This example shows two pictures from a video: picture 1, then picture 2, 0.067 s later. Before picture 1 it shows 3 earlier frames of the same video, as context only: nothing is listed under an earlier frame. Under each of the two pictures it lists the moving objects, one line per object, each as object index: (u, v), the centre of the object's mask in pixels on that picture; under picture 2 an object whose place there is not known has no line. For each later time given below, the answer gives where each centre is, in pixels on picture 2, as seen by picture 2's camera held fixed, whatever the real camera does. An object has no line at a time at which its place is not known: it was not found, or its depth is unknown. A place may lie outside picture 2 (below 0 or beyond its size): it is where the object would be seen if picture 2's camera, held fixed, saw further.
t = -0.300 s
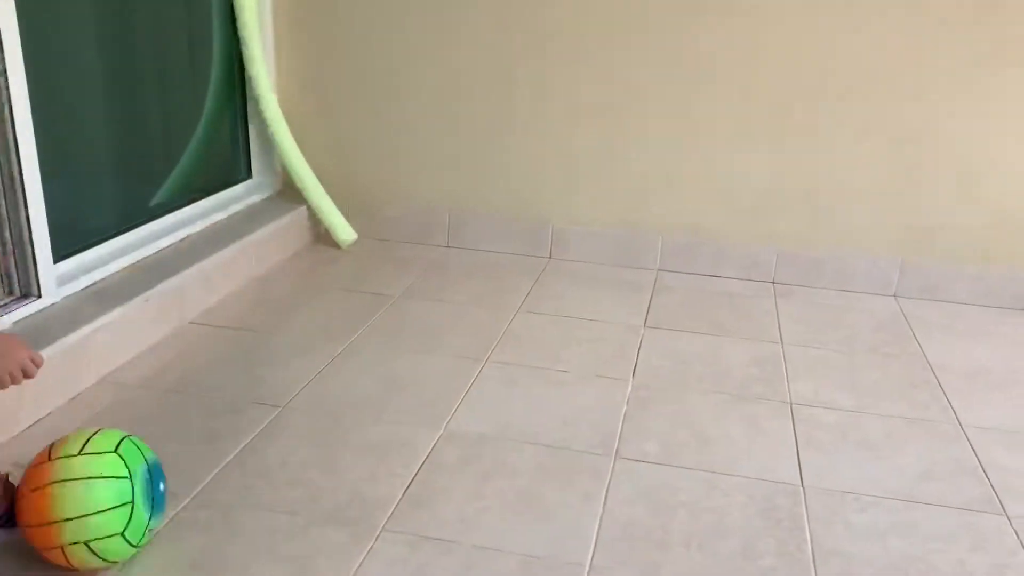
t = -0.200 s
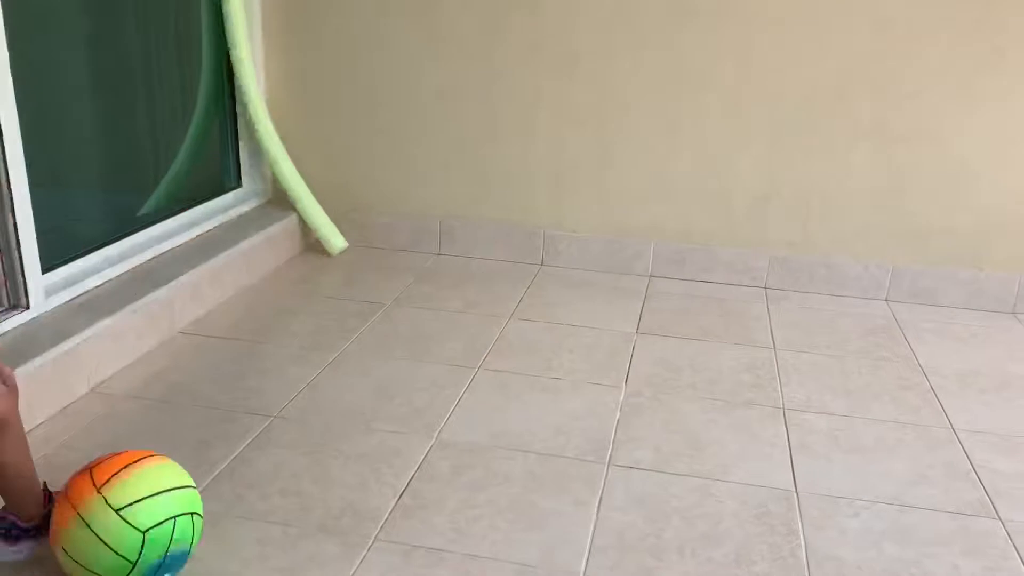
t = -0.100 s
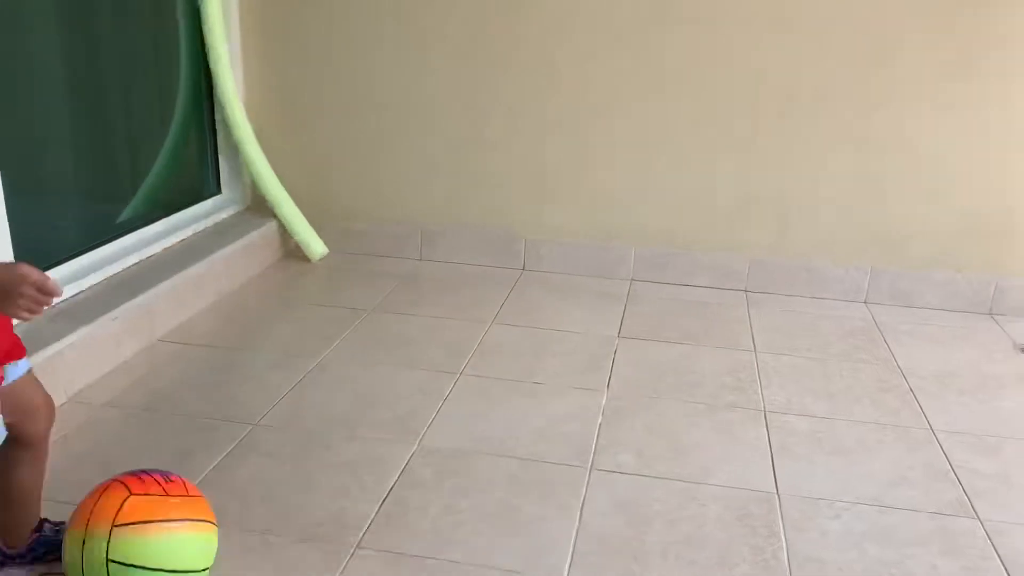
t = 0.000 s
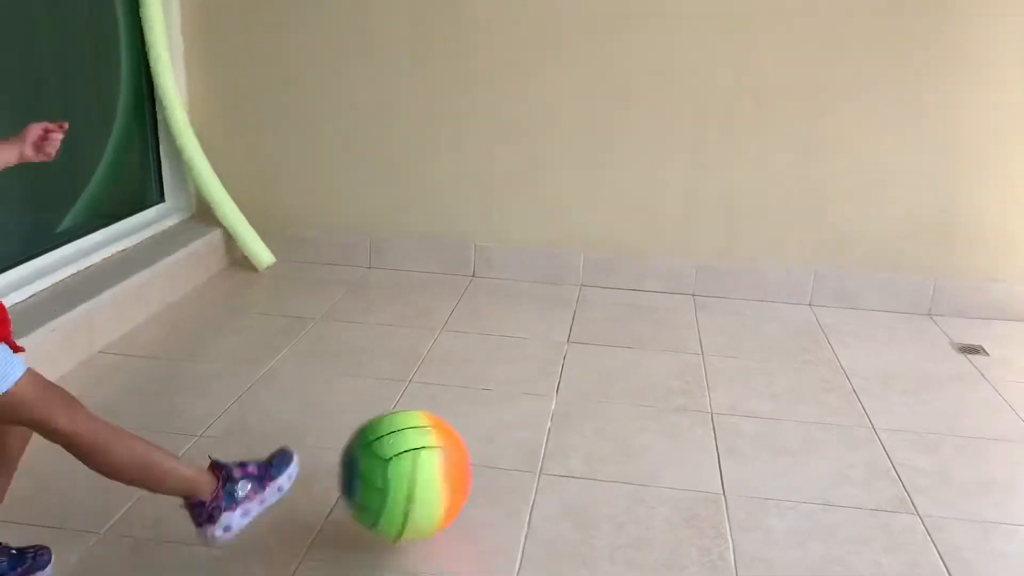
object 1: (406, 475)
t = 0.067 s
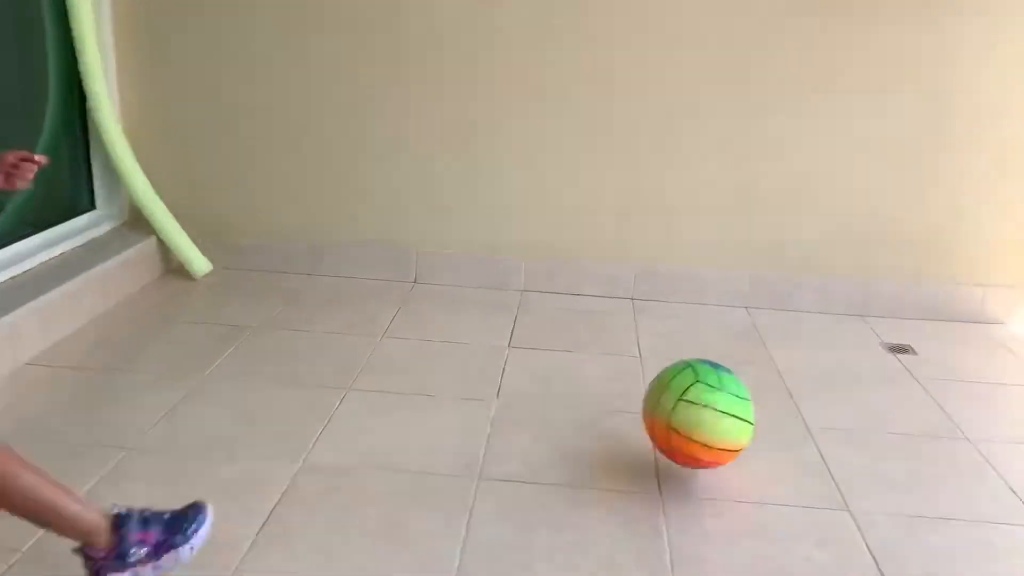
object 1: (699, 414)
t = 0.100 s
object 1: (828, 404)
